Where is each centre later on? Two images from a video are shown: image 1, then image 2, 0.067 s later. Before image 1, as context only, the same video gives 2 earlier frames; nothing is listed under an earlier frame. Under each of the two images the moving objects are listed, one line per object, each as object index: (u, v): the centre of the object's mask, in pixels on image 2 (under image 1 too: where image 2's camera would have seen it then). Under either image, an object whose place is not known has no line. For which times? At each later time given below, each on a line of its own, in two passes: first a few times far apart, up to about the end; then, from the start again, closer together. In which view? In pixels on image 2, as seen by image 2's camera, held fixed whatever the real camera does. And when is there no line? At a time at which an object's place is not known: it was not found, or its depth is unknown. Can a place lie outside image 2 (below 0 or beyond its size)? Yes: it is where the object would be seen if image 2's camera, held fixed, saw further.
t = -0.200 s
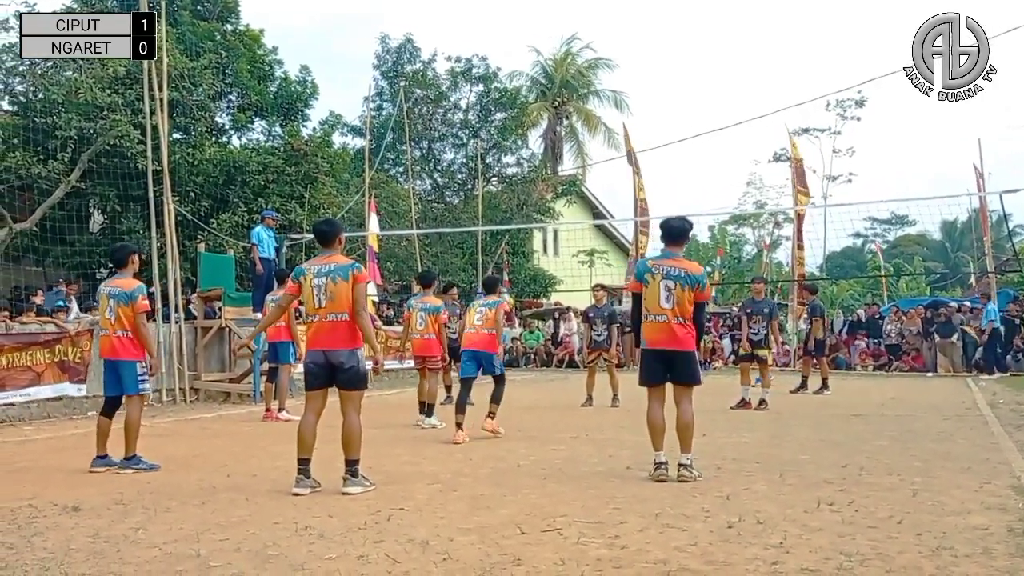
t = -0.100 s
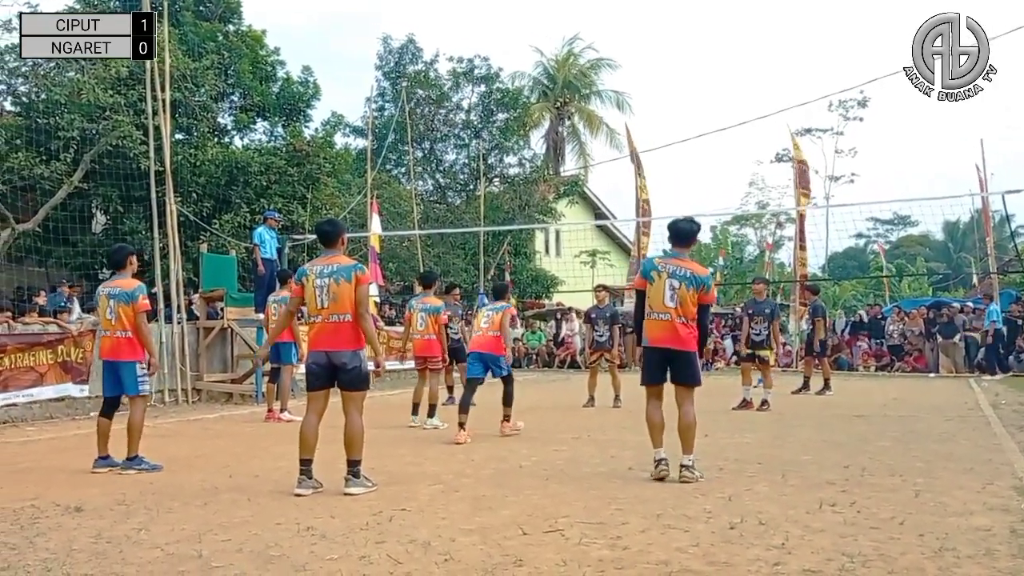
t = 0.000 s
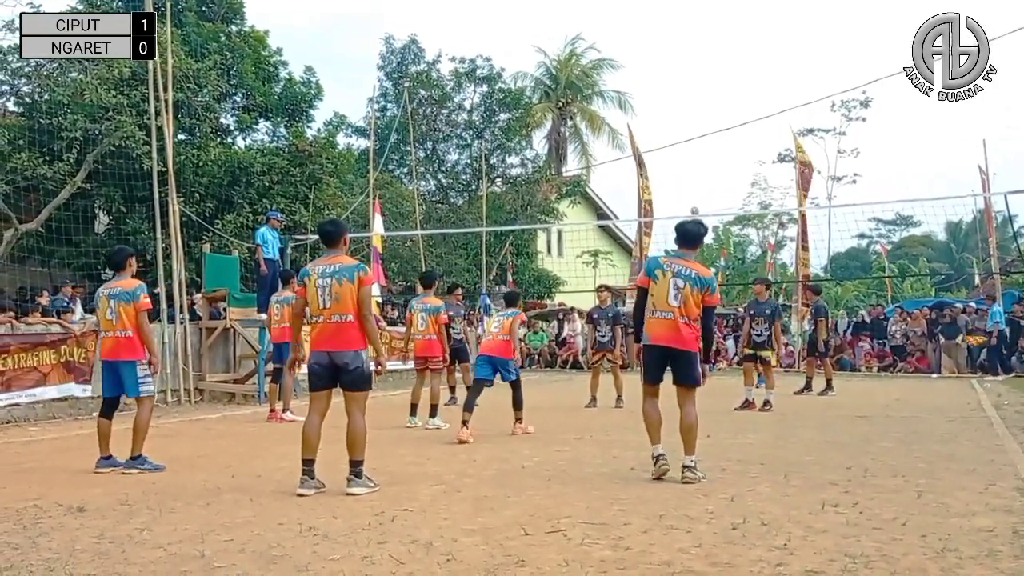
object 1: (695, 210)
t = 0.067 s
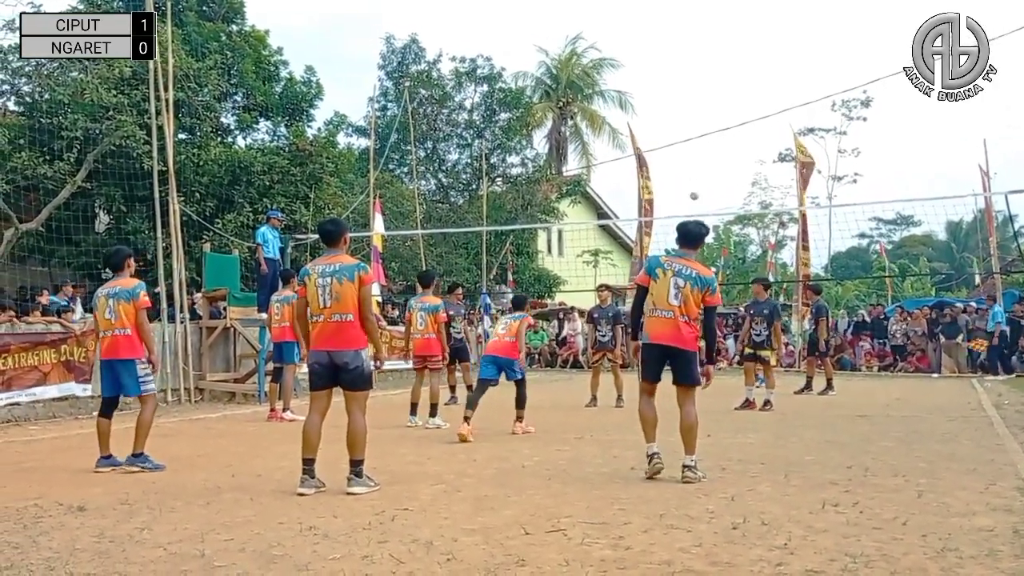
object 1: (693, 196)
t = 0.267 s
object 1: (691, 163)
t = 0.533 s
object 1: (690, 146)
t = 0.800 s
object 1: (689, 161)
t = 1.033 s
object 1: (690, 198)
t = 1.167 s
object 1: (690, 230)
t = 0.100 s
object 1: (693, 189)
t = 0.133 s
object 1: (693, 183)
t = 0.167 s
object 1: (693, 177)
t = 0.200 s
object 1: (692, 172)
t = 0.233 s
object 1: (692, 167)
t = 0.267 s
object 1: (691, 163)
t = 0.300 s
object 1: (691, 160)
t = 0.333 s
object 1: (691, 156)
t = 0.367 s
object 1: (691, 154)
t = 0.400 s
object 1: (691, 151)
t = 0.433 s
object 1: (690, 149)
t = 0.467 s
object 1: (690, 148)
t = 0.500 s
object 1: (690, 147)
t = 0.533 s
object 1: (690, 146)
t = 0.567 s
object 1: (689, 146)
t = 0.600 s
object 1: (689, 147)
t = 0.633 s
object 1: (689, 148)
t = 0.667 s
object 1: (689, 150)
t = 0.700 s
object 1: (689, 152)
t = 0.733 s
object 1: (689, 154)
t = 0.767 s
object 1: (689, 157)
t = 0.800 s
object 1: (689, 161)
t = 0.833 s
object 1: (689, 165)
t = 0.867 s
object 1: (689, 169)
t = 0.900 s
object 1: (689, 174)
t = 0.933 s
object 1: (689, 179)
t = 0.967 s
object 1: (689, 185)
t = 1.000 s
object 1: (689, 191)
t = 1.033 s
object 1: (690, 198)
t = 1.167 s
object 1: (690, 230)
